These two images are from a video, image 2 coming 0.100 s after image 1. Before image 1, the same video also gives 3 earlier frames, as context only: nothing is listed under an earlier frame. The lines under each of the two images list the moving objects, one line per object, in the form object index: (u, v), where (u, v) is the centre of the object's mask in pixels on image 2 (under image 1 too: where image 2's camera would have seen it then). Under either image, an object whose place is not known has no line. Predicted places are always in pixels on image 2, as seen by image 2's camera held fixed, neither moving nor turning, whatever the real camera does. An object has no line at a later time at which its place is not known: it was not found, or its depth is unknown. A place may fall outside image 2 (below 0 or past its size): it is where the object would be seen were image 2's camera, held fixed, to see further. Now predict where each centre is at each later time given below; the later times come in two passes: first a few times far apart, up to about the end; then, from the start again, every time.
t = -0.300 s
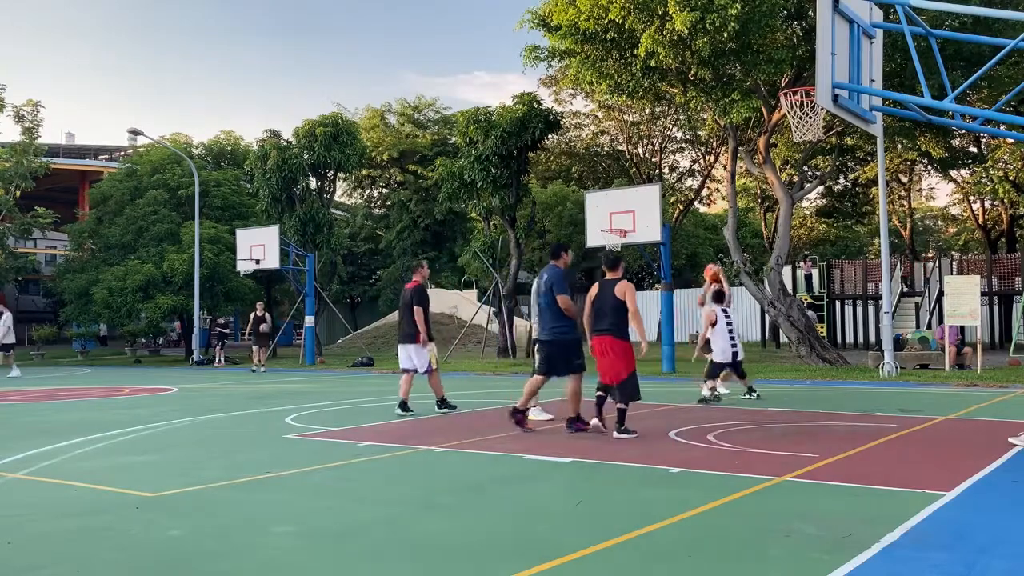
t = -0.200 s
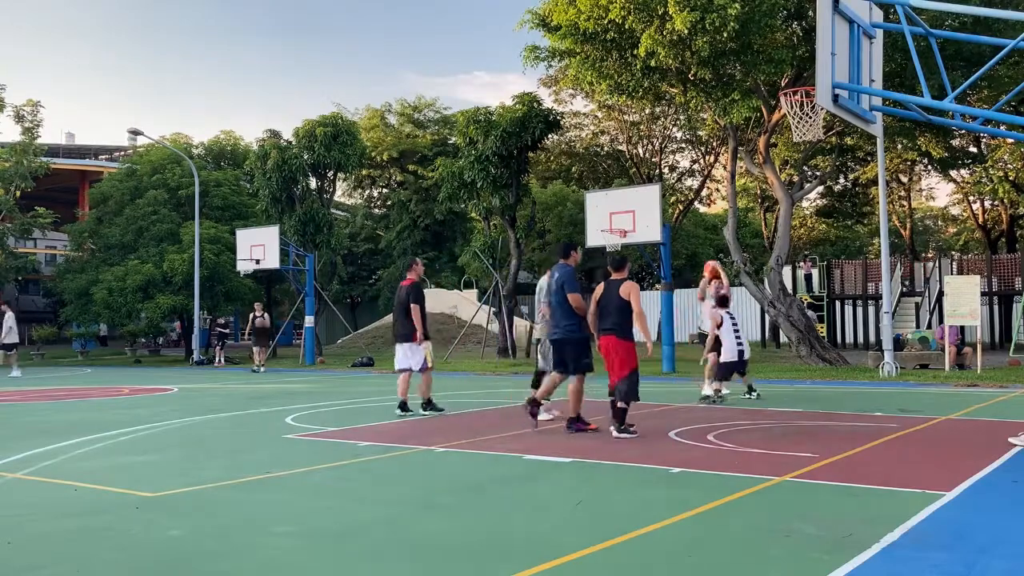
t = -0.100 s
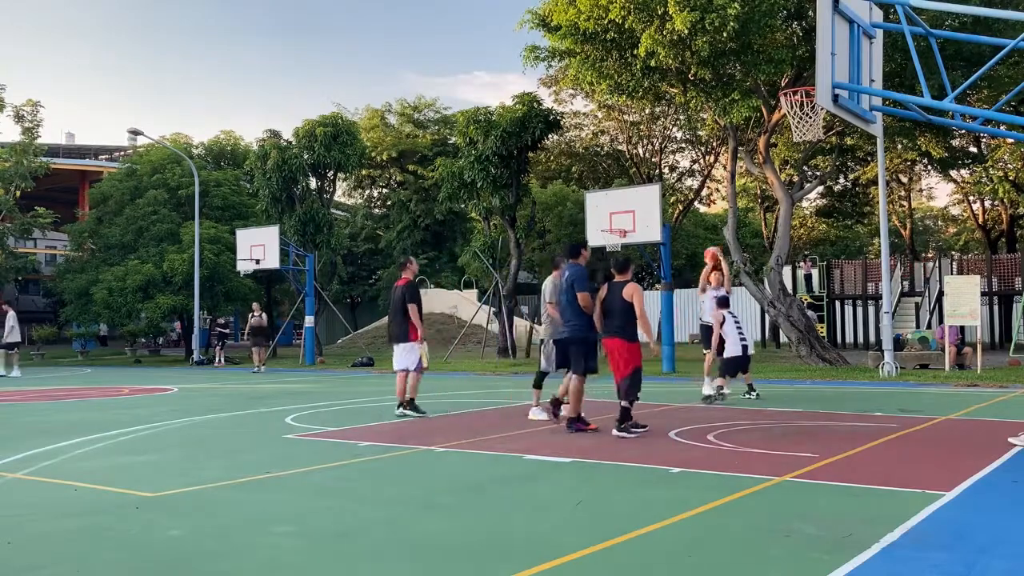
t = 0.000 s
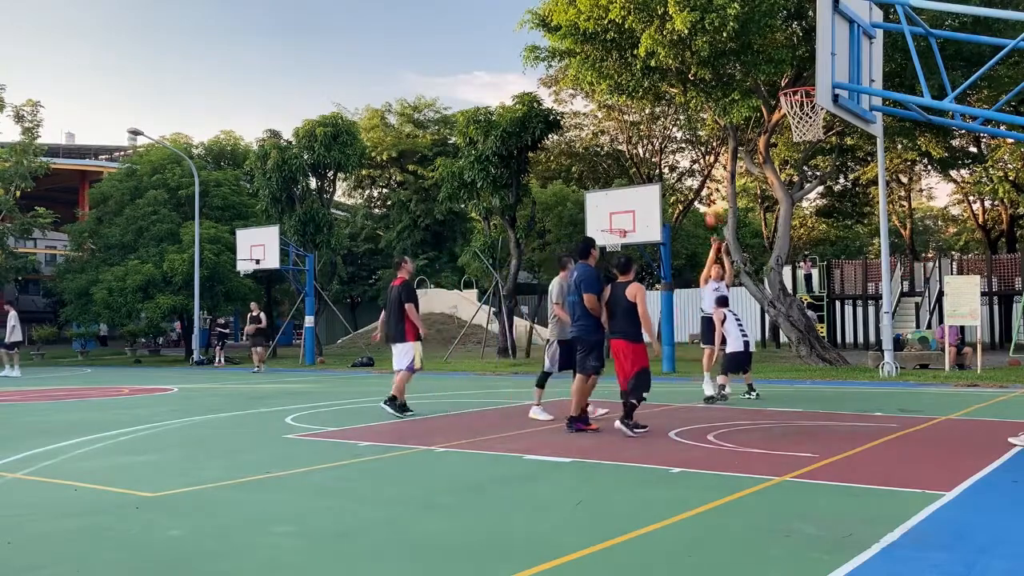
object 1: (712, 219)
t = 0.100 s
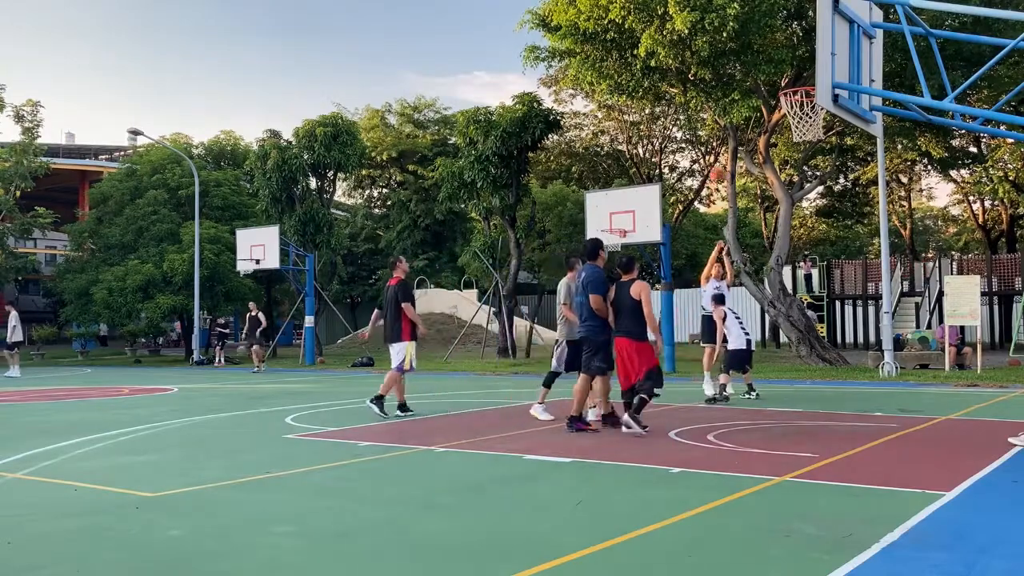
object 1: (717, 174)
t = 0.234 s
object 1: (723, 124)
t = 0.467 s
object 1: (736, 59)
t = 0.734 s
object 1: (754, 24)
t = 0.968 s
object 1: (775, 45)
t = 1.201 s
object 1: (792, 45)
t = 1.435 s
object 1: (801, 15)
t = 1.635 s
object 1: (790, 28)
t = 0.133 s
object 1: (718, 160)
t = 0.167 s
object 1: (719, 148)
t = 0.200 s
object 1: (721, 136)
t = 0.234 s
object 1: (723, 124)
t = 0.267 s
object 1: (723, 112)
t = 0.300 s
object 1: (724, 103)
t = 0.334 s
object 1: (727, 92)
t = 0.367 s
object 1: (730, 82)
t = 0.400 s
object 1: (732, 74)
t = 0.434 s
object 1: (733, 66)
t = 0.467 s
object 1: (736, 59)
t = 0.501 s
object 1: (738, 52)
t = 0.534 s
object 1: (740, 45)
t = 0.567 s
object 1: (742, 40)
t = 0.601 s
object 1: (744, 35)
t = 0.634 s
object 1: (746, 30)
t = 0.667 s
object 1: (749, 27)
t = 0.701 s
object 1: (751, 25)
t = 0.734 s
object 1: (754, 24)
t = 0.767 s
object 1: (756, 24)
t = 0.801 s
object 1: (759, 25)
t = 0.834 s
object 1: (762, 26)
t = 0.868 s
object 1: (764, 29)
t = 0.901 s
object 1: (768, 33)
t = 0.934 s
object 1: (771, 38)
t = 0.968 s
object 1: (775, 45)
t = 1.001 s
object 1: (779, 51)
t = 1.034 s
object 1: (782, 60)
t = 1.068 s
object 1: (786, 70)
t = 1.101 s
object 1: (789, 75)
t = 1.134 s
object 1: (790, 64)
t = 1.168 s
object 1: (791, 54)
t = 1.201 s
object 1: (792, 45)
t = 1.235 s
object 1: (794, 37)
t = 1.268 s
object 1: (795, 31)
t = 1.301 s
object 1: (796, 25)
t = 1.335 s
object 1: (797, 21)
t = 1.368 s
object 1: (799, 17)
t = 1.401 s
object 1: (800, 15)
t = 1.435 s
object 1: (801, 15)
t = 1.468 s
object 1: (802, 15)
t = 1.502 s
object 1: (802, 15)
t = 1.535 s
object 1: (800, 17)
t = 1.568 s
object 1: (797, 19)
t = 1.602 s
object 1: (793, 23)
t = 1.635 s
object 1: (790, 28)
